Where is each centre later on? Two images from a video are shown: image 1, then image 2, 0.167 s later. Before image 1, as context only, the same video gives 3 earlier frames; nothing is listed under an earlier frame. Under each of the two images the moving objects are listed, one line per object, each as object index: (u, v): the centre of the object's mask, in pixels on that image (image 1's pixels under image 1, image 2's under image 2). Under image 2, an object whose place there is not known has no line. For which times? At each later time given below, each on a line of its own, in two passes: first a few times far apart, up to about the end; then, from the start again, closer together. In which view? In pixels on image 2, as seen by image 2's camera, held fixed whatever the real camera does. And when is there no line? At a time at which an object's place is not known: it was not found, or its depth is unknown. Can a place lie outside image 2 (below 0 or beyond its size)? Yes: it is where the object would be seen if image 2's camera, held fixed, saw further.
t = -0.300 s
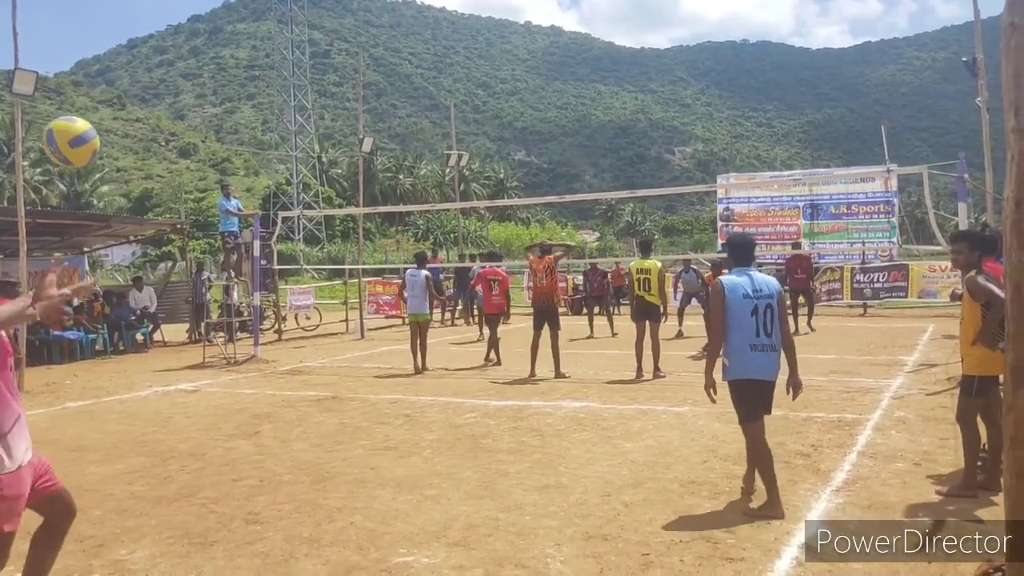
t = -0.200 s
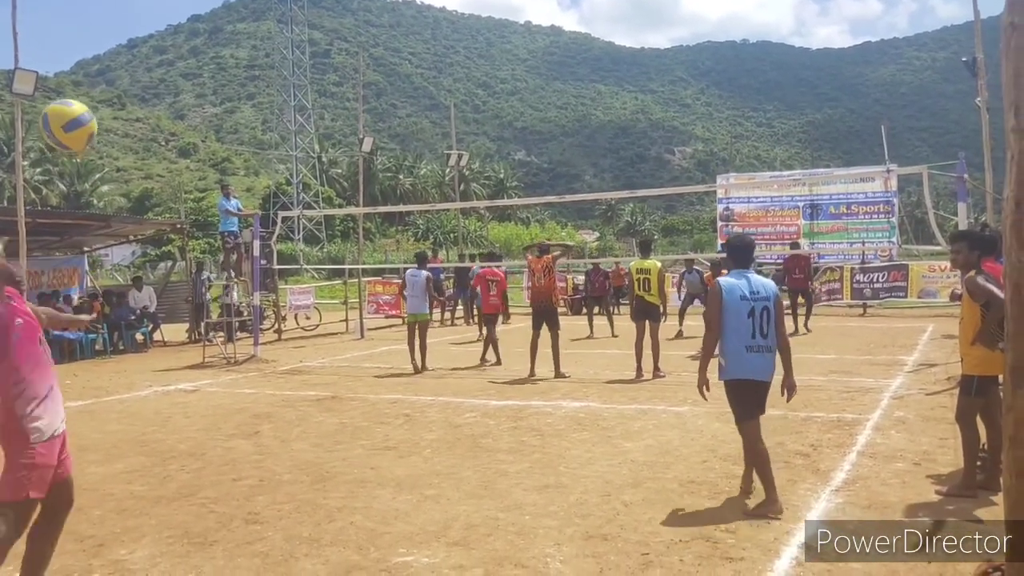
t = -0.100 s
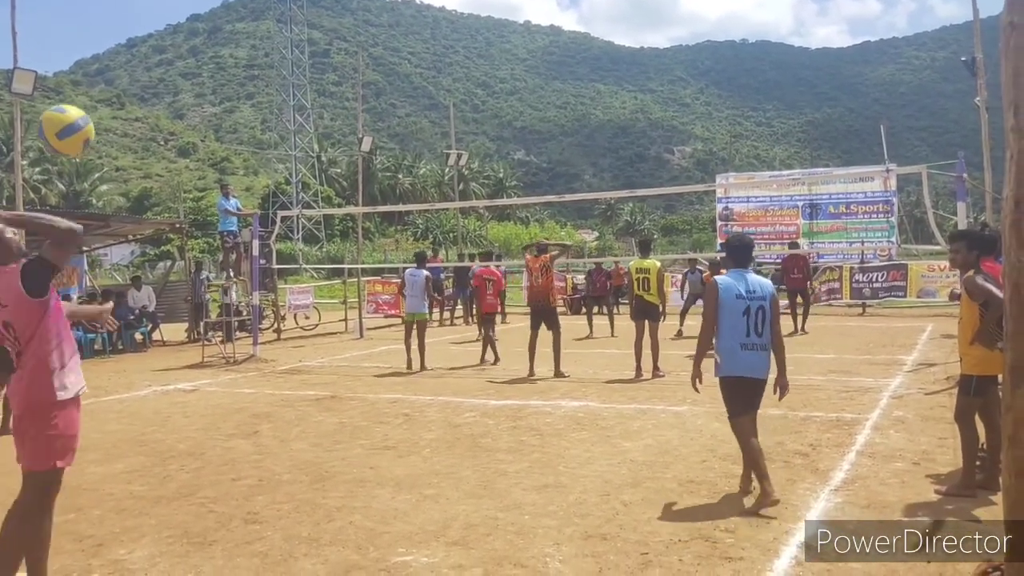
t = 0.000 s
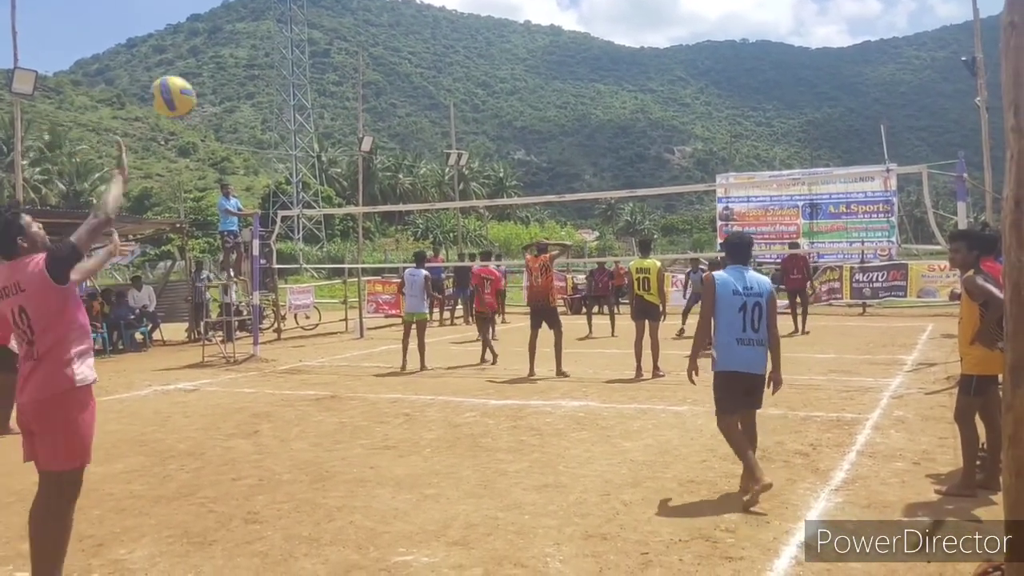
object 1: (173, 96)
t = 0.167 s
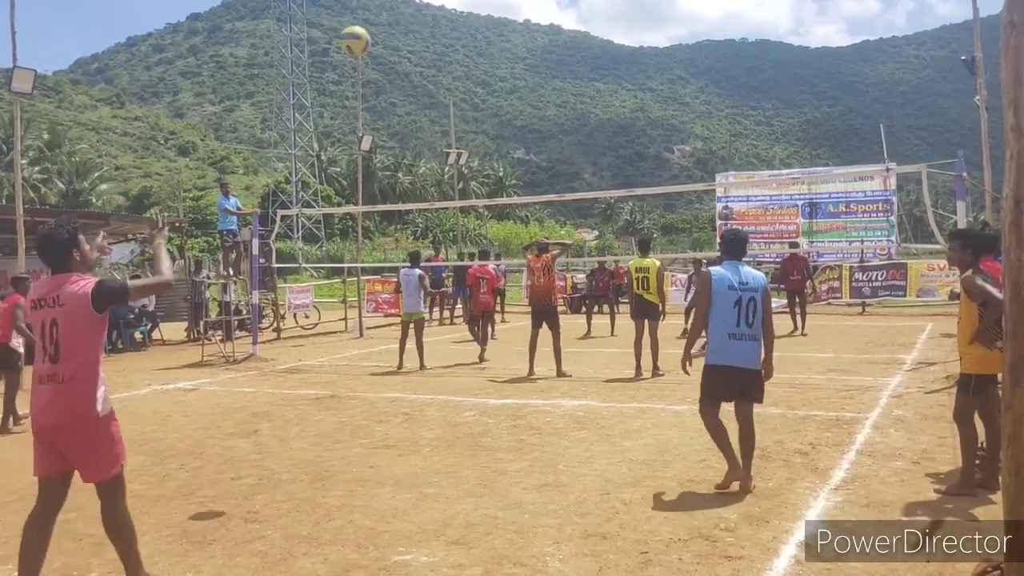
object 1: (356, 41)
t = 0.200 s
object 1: (378, 38)
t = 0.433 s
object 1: (480, 56)
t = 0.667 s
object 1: (524, 110)
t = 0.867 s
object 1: (542, 170)
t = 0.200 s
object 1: (378, 38)
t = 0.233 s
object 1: (398, 37)
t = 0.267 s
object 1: (417, 37)
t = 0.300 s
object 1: (433, 38)
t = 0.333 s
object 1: (447, 41)
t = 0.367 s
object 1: (458, 44)
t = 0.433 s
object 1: (480, 56)
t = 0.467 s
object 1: (487, 62)
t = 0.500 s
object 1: (495, 69)
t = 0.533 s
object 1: (501, 77)
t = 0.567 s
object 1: (508, 84)
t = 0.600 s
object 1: (514, 93)
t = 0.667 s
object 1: (524, 110)
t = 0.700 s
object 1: (528, 119)
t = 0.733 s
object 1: (531, 129)
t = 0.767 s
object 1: (535, 138)
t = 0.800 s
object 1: (538, 150)
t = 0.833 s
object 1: (540, 161)
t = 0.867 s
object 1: (542, 170)
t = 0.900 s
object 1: (544, 181)
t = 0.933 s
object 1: (547, 189)
